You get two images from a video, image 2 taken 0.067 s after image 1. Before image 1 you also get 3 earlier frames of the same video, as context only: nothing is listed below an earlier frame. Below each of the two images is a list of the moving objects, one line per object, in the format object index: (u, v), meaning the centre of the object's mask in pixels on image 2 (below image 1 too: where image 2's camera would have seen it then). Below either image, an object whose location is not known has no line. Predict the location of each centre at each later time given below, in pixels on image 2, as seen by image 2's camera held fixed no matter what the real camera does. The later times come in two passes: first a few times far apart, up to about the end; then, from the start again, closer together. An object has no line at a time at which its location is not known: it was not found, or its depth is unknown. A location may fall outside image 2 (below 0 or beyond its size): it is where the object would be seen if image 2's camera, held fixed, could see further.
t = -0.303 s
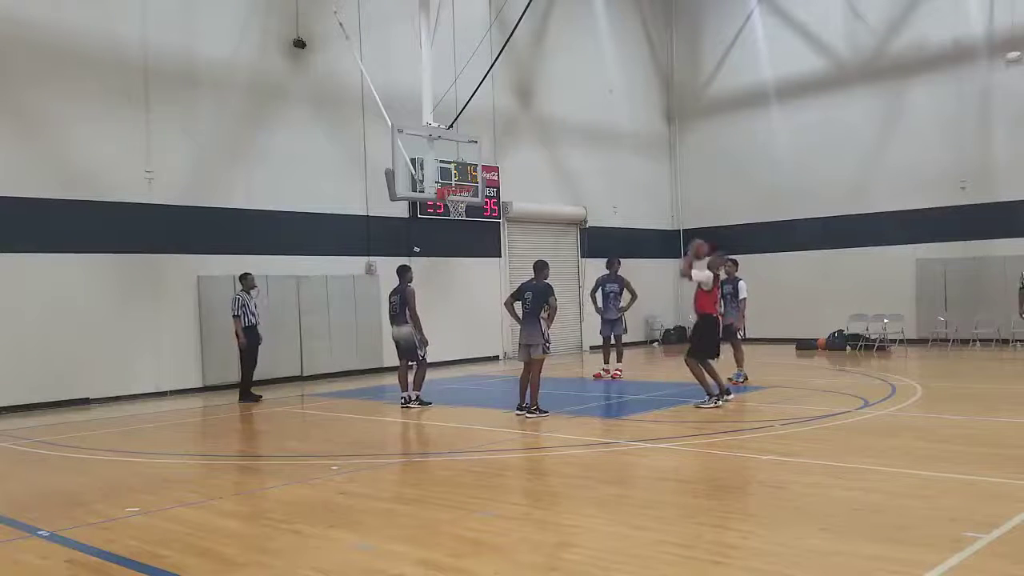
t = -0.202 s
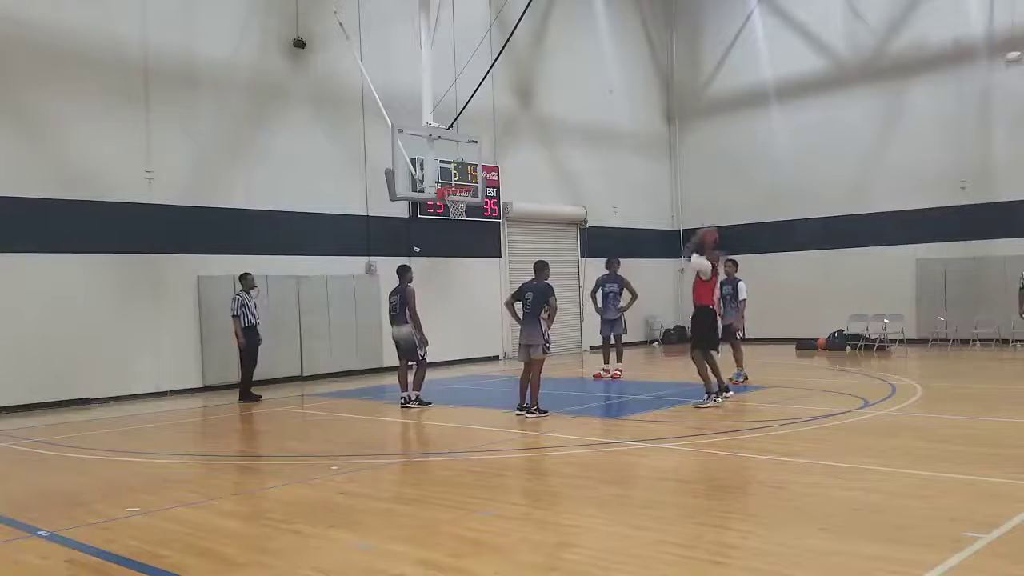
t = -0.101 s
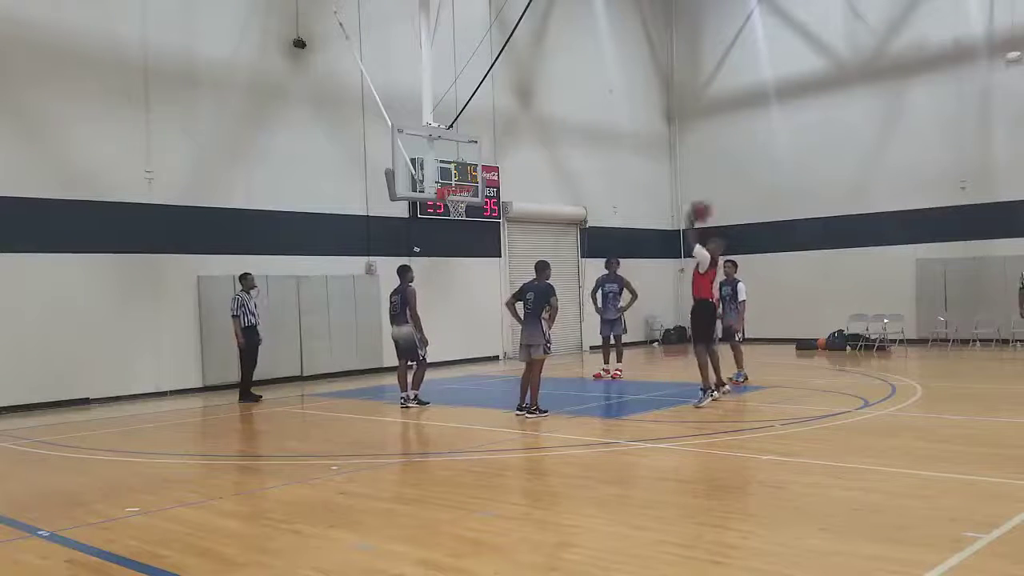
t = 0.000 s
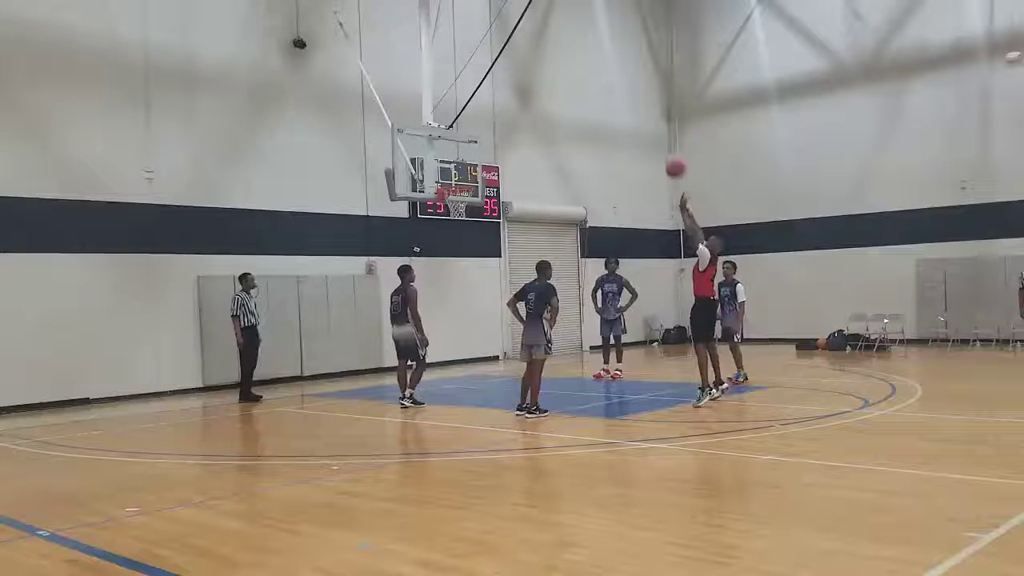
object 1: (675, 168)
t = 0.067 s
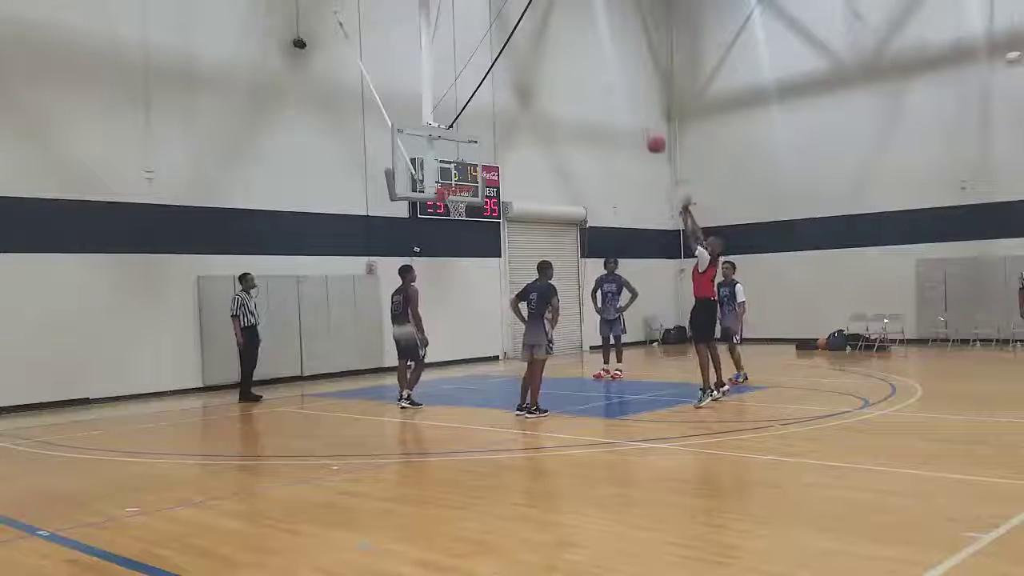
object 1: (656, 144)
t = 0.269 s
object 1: (605, 95)
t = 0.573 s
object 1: (536, 85)
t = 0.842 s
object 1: (486, 126)
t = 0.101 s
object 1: (646, 135)
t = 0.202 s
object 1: (621, 108)
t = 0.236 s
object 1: (612, 101)
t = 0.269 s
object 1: (605, 95)
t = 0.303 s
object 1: (596, 90)
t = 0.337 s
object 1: (588, 86)
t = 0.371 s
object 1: (581, 84)
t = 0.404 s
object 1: (573, 82)
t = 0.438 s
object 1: (565, 80)
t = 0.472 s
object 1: (558, 80)
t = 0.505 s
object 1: (551, 81)
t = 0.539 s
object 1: (543, 82)
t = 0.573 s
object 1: (536, 85)
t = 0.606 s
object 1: (530, 87)
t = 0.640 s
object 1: (524, 91)
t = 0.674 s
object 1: (518, 95)
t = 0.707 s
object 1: (511, 99)
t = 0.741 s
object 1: (504, 105)
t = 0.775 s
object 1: (499, 111)
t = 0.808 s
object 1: (493, 117)
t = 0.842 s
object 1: (486, 126)
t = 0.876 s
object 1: (481, 135)
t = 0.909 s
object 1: (474, 142)
